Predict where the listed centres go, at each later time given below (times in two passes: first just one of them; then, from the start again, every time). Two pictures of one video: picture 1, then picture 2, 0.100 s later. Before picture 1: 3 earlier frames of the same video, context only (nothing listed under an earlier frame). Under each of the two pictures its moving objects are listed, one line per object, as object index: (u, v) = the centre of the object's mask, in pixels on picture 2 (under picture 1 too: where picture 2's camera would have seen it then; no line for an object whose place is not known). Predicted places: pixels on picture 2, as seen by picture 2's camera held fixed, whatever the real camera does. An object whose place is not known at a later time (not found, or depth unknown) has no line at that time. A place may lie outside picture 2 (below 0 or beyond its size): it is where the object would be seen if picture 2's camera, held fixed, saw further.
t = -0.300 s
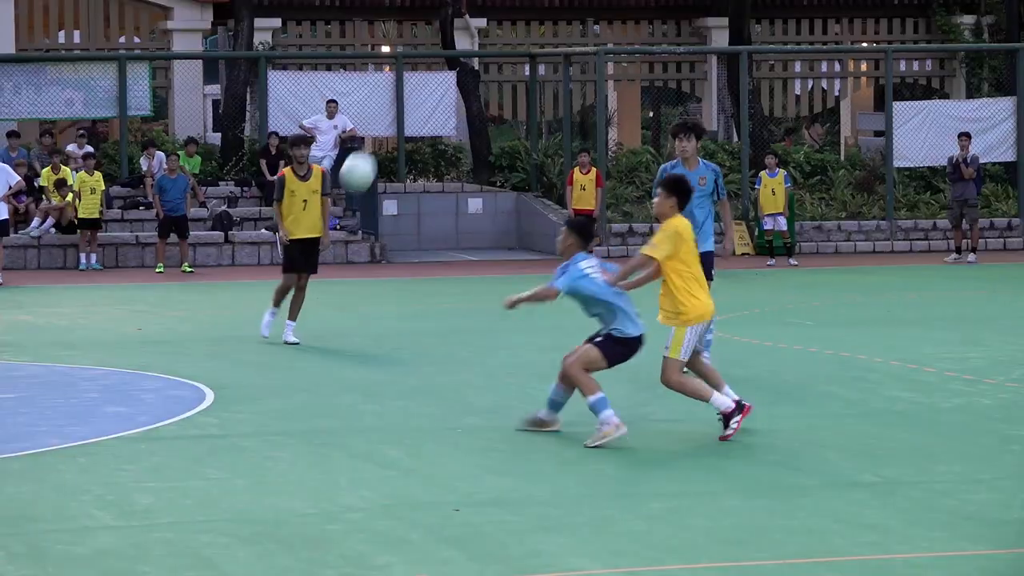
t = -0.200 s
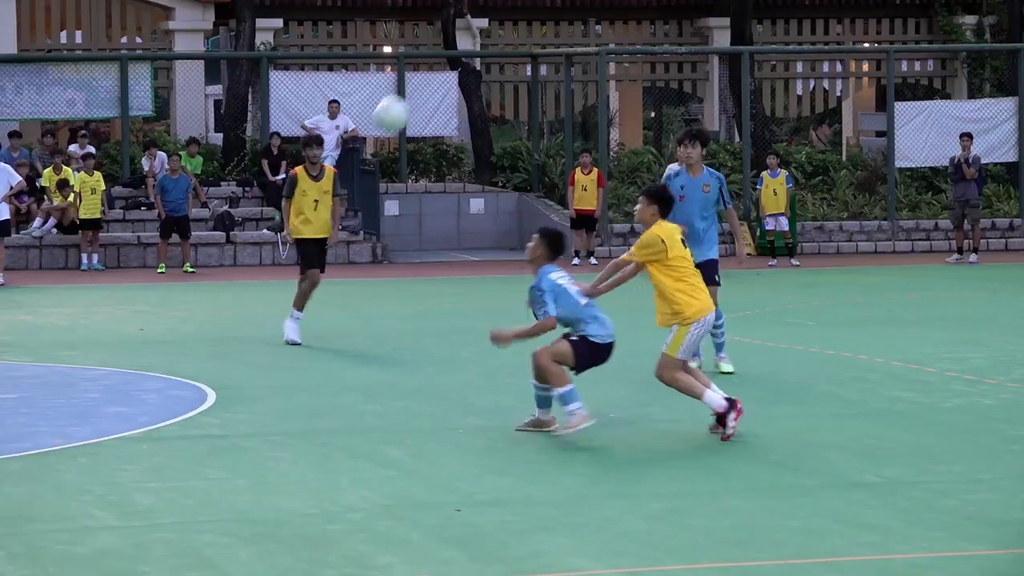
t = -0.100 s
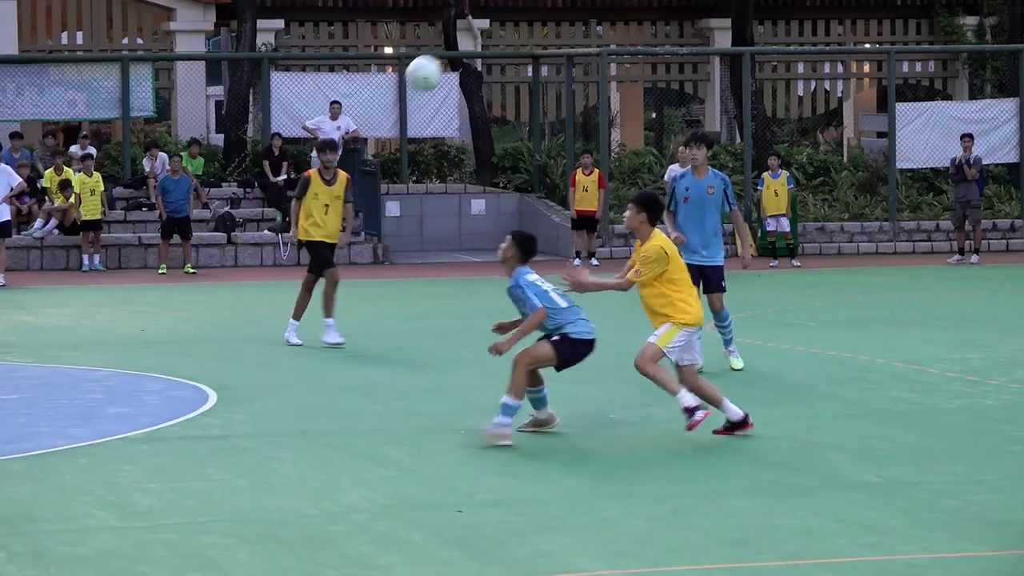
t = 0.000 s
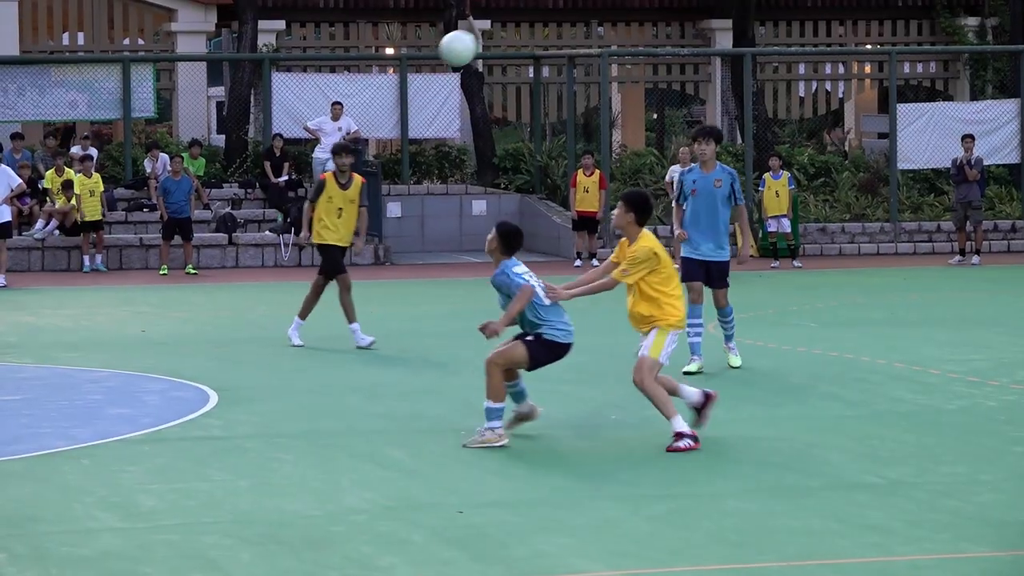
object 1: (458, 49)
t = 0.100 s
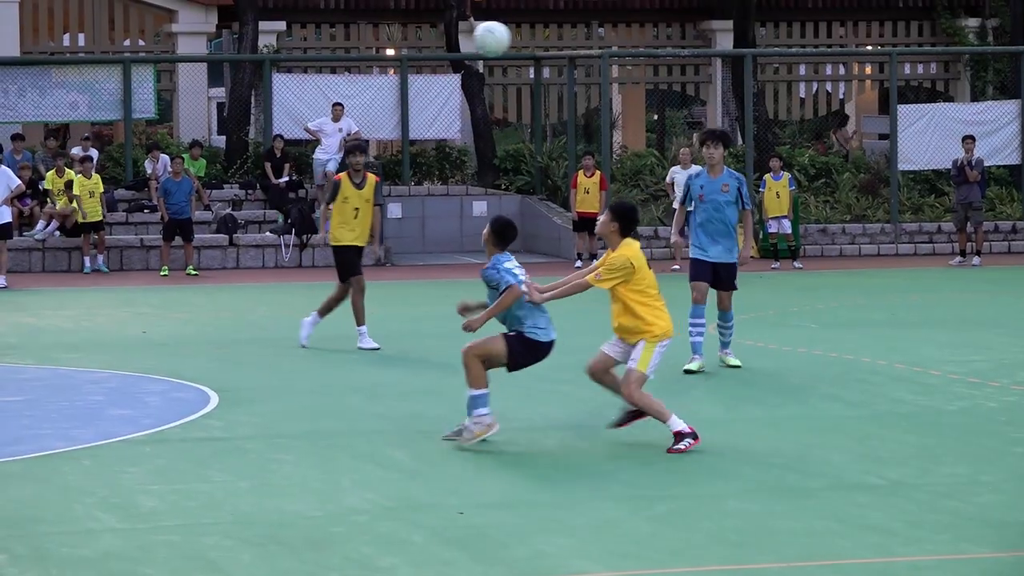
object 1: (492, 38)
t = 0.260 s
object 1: (546, 56)
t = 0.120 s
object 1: (498, 38)
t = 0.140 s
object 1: (505, 39)
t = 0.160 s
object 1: (512, 40)
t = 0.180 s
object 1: (518, 42)
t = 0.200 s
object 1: (525, 44)
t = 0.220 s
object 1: (532, 47)
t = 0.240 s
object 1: (539, 51)
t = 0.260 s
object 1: (546, 56)
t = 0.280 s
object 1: (553, 62)
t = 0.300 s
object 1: (560, 67)
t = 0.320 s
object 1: (567, 73)
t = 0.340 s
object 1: (573, 81)
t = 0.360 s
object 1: (580, 88)
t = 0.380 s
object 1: (587, 97)
